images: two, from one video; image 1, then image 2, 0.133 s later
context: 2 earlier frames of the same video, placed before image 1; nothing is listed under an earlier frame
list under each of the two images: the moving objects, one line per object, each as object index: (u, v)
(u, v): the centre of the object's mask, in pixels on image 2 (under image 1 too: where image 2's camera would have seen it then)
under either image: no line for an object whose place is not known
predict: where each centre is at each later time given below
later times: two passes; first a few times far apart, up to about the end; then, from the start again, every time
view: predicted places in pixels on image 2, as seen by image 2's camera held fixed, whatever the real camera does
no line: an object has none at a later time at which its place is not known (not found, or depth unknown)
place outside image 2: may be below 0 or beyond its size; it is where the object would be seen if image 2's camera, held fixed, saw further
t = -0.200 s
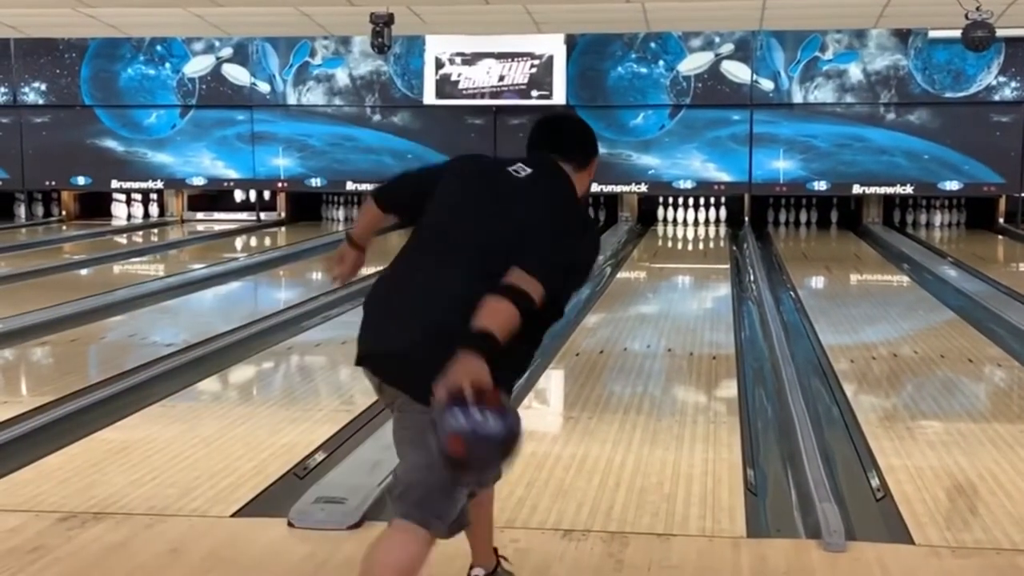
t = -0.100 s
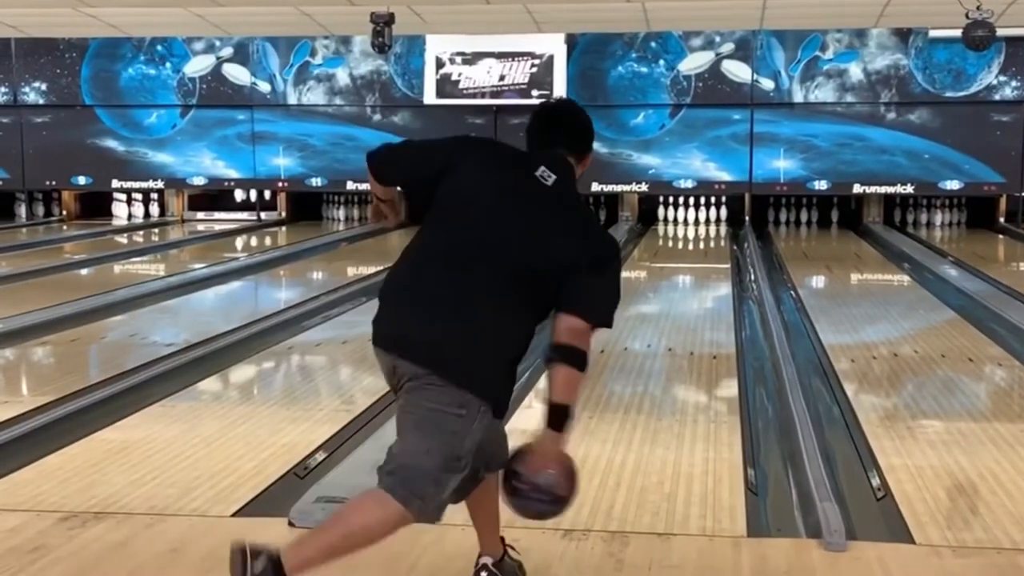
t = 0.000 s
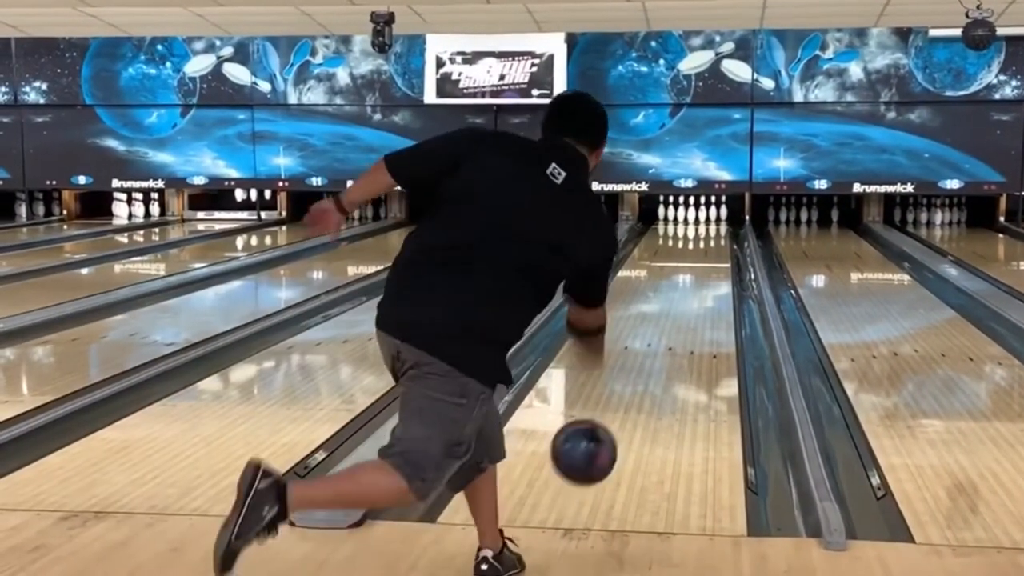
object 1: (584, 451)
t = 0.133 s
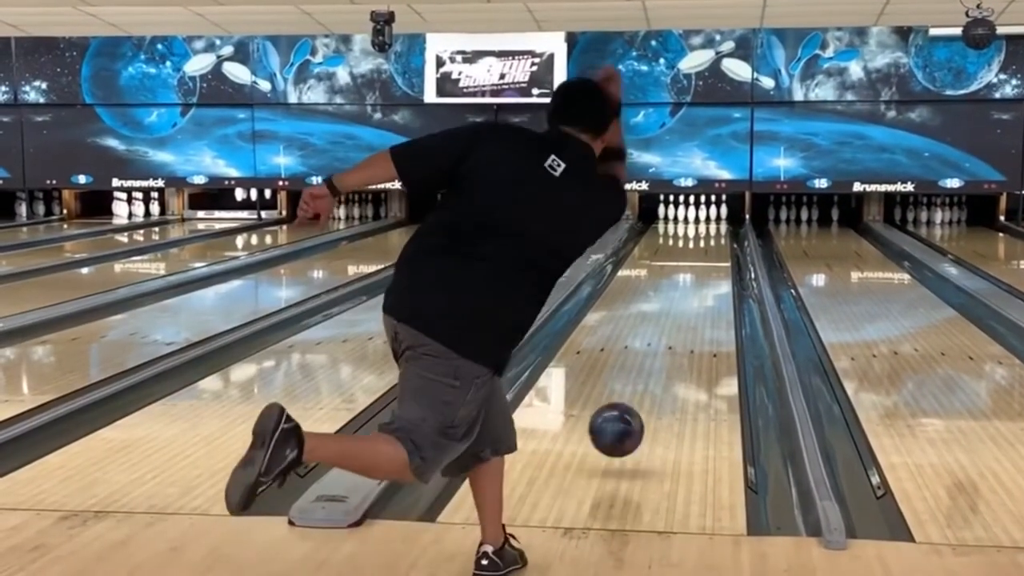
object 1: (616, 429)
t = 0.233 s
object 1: (634, 405)
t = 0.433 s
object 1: (659, 358)
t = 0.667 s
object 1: (678, 318)
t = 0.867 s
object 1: (689, 294)
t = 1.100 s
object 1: (698, 273)
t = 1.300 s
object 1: (703, 258)
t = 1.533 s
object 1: (708, 244)
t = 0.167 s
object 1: (622, 432)
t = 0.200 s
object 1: (628, 418)
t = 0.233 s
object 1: (634, 405)
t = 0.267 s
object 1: (639, 395)
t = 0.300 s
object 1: (643, 389)
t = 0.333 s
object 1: (648, 381)
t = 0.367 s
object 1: (652, 373)
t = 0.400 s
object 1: (655, 365)
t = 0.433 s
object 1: (659, 358)
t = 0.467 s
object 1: (662, 351)
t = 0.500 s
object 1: (665, 344)
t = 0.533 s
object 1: (668, 339)
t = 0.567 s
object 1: (671, 333)
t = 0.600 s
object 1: (673, 328)
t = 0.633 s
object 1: (676, 323)
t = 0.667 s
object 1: (678, 318)
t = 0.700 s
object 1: (680, 314)
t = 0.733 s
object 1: (682, 309)
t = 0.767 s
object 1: (684, 305)
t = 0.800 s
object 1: (686, 301)
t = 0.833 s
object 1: (687, 297)
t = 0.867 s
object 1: (689, 294)
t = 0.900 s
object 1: (691, 290)
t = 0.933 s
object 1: (692, 287)
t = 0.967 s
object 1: (694, 284)
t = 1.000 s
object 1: (695, 281)
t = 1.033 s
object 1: (696, 279)
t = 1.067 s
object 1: (697, 275)
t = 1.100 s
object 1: (698, 273)
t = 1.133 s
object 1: (699, 270)
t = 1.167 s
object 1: (700, 268)
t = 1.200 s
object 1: (701, 265)
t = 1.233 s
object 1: (702, 263)
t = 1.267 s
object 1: (703, 261)
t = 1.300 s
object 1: (703, 258)
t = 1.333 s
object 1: (704, 256)
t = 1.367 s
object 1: (705, 254)
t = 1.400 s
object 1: (706, 253)
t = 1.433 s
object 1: (706, 251)
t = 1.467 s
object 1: (707, 249)
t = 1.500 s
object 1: (707, 247)
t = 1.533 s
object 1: (708, 244)
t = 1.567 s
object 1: (708, 243)
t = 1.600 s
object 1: (708, 241)
